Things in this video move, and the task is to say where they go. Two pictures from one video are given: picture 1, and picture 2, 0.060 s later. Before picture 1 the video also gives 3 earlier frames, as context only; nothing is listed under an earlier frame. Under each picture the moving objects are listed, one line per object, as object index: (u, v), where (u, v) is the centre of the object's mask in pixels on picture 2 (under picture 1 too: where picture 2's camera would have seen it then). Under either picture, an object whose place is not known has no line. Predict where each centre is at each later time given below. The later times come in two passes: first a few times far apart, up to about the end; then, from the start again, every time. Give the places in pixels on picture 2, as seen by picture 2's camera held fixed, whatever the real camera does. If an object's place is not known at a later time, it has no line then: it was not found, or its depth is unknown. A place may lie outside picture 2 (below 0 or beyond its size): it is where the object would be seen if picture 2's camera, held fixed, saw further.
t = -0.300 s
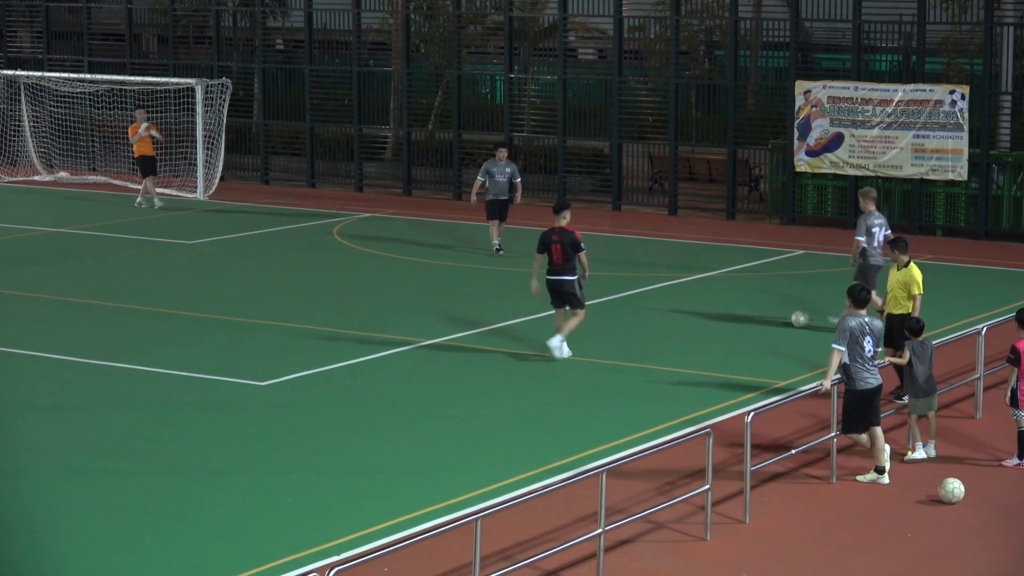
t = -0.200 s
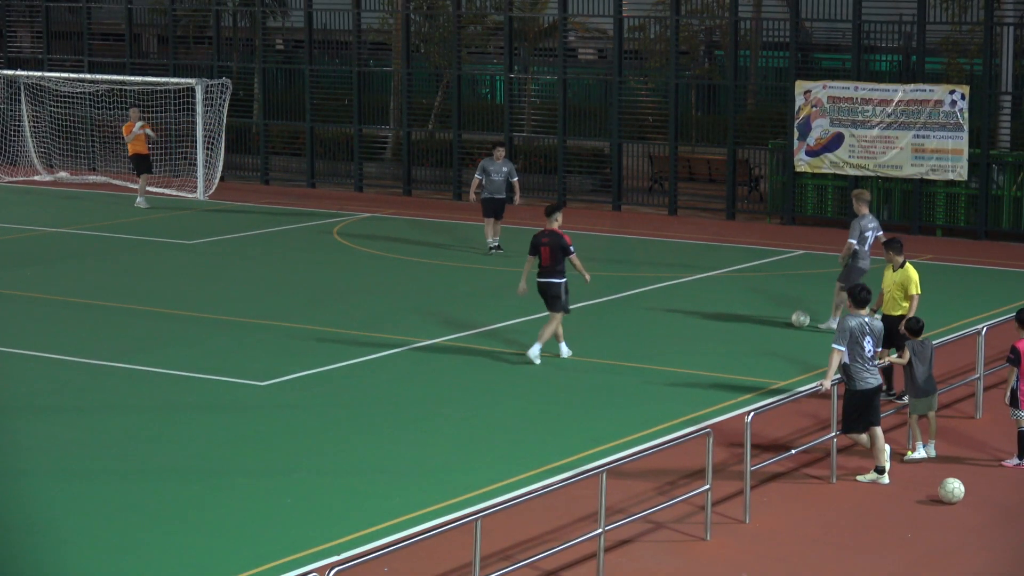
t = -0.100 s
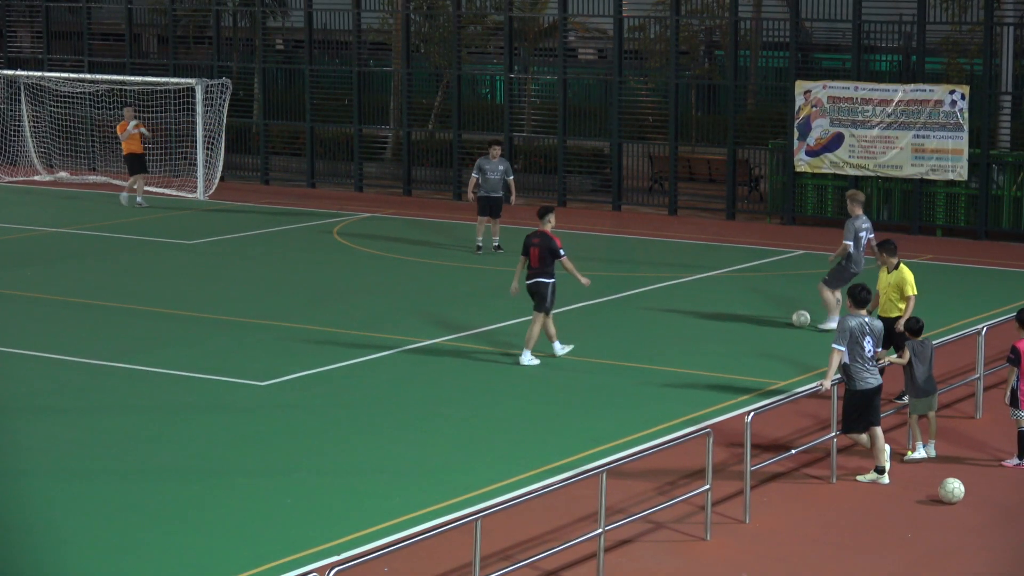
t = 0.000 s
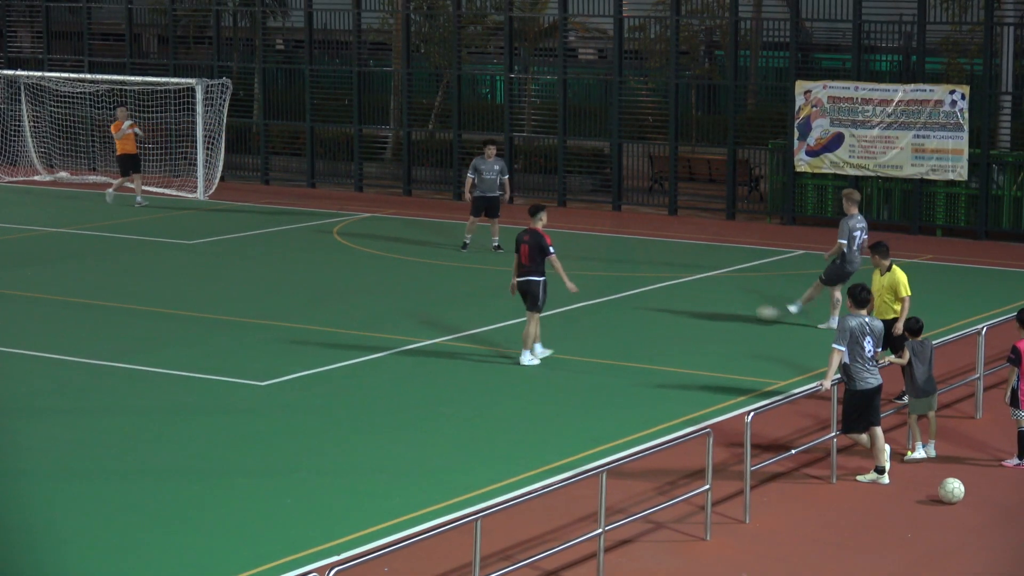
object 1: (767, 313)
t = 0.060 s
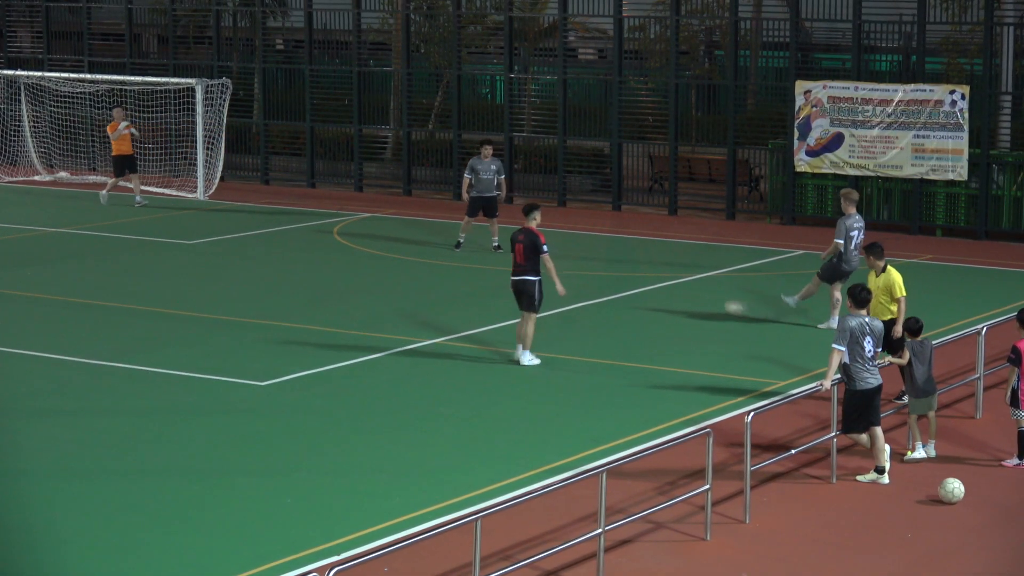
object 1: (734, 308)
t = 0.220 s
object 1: (666, 295)
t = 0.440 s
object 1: (594, 284)
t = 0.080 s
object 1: (724, 305)
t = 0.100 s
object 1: (716, 303)
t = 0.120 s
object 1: (707, 302)
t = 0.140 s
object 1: (698, 301)
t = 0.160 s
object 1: (690, 299)
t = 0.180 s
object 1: (682, 298)
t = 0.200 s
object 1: (674, 296)
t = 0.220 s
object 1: (666, 295)
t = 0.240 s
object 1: (658, 294)
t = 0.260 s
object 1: (650, 294)
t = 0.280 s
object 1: (644, 292)
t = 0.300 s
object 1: (637, 290)
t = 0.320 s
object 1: (631, 289)
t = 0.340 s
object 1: (624, 287)
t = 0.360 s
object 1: (618, 287)
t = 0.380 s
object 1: (612, 286)
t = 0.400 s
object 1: (606, 286)
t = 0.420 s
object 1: (600, 286)
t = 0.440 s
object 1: (594, 284)
